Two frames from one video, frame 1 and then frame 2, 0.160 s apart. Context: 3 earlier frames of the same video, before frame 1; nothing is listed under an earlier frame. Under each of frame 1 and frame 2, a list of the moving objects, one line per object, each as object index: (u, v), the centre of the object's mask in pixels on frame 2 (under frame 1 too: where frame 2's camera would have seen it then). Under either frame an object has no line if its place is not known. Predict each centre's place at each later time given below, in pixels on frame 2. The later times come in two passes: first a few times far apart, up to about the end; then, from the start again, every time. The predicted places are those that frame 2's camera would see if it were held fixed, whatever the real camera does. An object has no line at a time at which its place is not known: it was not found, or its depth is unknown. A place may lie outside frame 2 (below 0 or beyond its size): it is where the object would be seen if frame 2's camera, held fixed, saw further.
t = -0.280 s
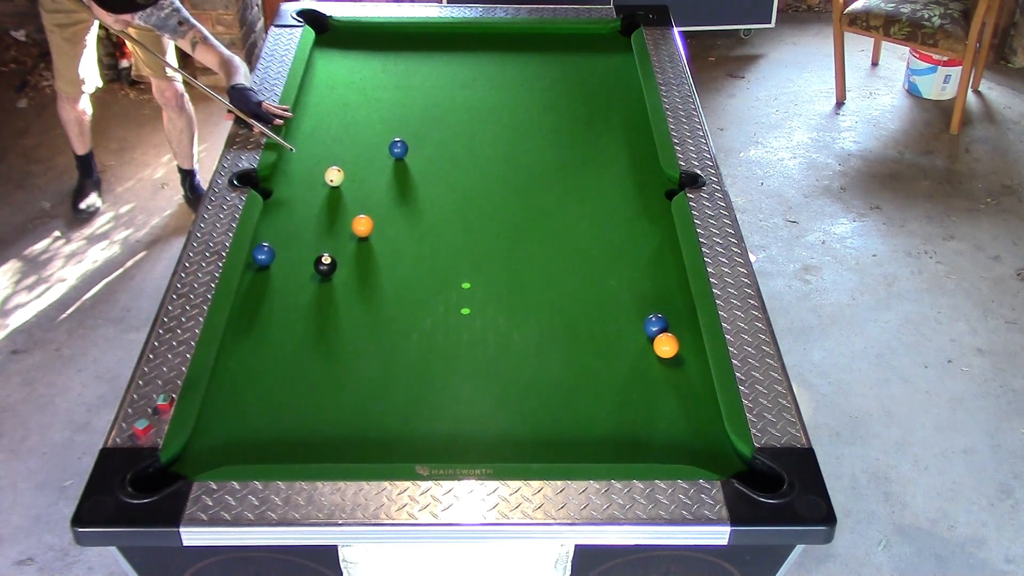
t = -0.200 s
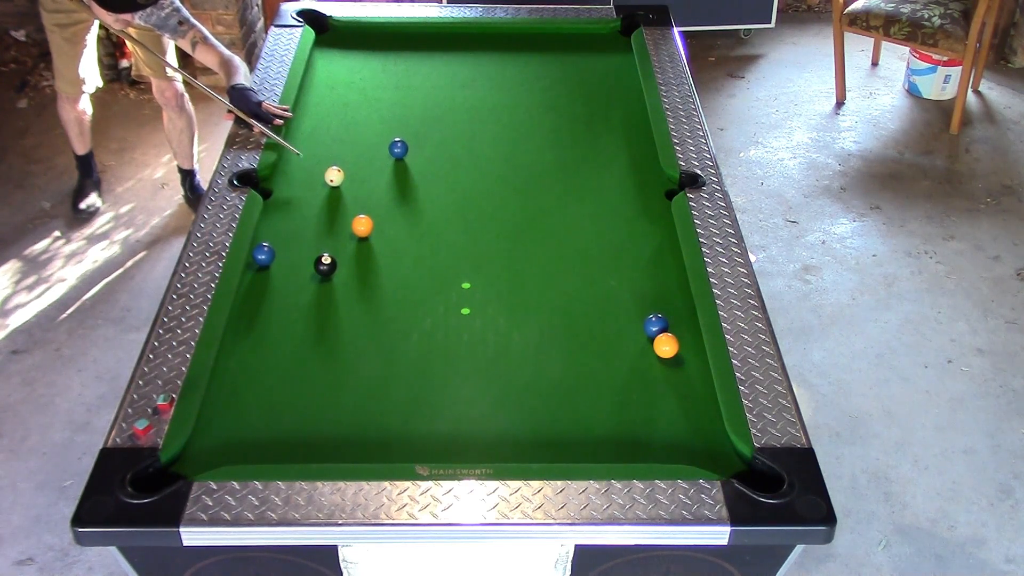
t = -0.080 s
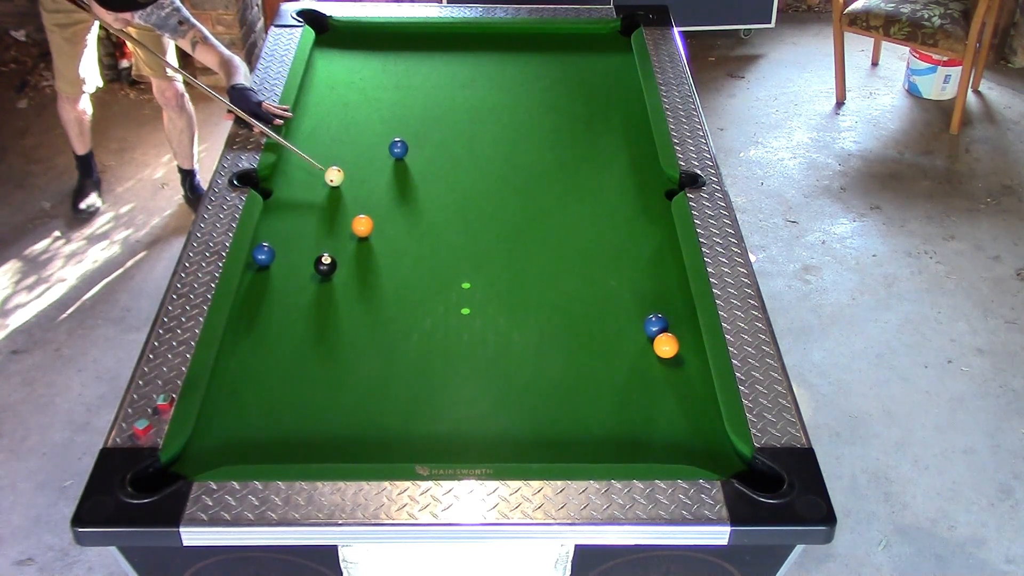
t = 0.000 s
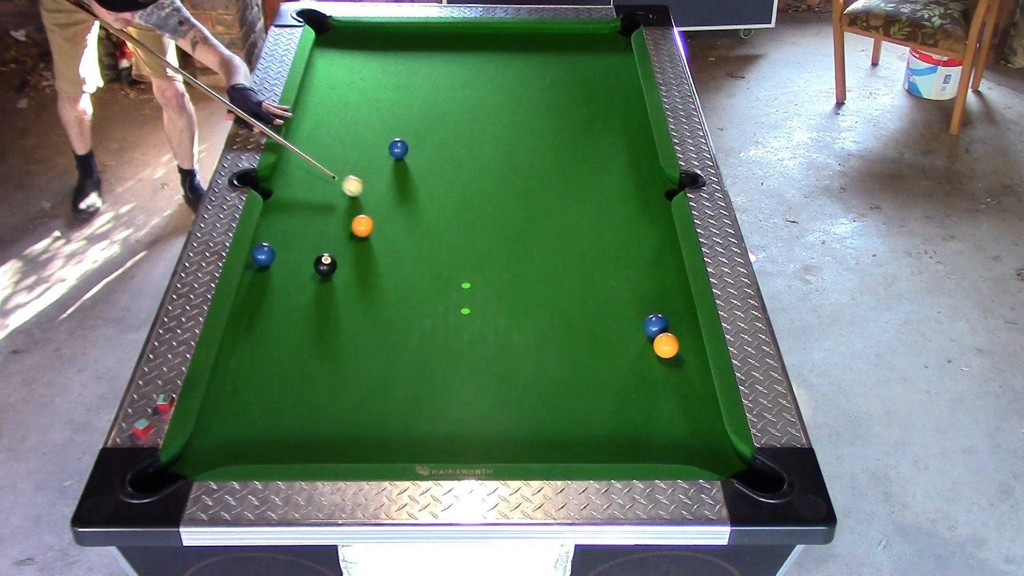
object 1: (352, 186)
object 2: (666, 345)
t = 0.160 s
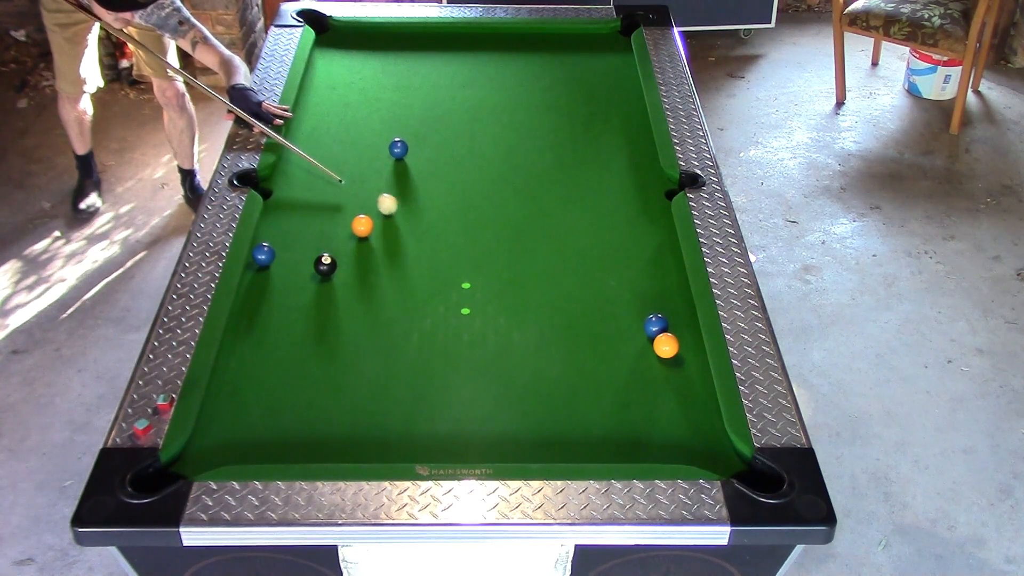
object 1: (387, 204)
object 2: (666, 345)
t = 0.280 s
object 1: (412, 217)
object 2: (666, 345)
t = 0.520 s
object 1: (462, 245)
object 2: (666, 345)
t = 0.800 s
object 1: (523, 277)
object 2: (666, 345)
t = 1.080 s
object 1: (584, 310)
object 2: (666, 345)
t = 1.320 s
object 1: (637, 339)
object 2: (666, 345)
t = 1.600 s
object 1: (643, 357)
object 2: (689, 354)
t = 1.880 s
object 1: (646, 373)
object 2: (671, 361)
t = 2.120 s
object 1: (649, 384)
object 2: (658, 364)
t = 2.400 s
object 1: (653, 395)
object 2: (646, 370)
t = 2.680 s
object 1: (656, 402)
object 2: (640, 374)
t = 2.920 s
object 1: (657, 405)
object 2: (637, 375)
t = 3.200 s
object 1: (658, 407)
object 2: (636, 375)
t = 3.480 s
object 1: (658, 406)
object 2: (636, 375)
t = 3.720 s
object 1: (658, 406)
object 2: (636, 375)
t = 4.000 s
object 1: (658, 406)
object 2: (636, 375)
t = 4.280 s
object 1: (658, 406)
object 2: (636, 375)
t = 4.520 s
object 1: (658, 406)
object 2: (636, 375)
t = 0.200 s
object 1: (395, 209)
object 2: (666, 345)
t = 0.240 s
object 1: (403, 213)
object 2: (666, 345)
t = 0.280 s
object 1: (412, 217)
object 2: (666, 345)
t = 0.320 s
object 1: (420, 222)
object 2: (666, 345)
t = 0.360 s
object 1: (428, 226)
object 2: (666, 345)
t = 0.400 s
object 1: (437, 231)
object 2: (666, 345)
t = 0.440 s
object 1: (445, 236)
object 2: (666, 345)
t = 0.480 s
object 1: (454, 240)
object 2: (666, 345)
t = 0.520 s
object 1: (462, 245)
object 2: (666, 345)
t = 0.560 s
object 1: (471, 249)
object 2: (666, 345)
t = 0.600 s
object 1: (479, 254)
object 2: (666, 345)
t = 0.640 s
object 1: (488, 259)
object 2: (666, 345)
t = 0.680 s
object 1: (497, 263)
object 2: (666, 345)
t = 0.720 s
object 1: (505, 268)
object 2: (666, 345)
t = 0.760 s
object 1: (514, 272)
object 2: (666, 345)
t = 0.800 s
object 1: (523, 277)
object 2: (666, 345)
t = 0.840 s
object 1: (531, 282)
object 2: (666, 345)
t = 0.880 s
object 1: (540, 286)
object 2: (666, 345)
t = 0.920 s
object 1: (549, 291)
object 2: (666, 345)
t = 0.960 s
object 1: (558, 295)
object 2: (666, 345)
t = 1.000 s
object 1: (567, 300)
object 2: (666, 345)
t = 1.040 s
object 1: (575, 305)
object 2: (666, 345)
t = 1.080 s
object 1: (584, 310)
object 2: (666, 345)
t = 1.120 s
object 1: (593, 315)
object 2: (666, 345)
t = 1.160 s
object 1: (602, 319)
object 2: (666, 345)
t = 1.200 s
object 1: (611, 324)
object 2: (666, 345)
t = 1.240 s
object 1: (620, 329)
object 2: (666, 345)
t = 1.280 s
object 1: (628, 334)
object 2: (666, 345)
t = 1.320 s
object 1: (637, 339)
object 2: (666, 345)
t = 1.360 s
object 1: (641, 342)
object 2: (670, 346)
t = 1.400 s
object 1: (641, 345)
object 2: (676, 348)
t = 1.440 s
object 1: (642, 347)
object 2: (682, 349)
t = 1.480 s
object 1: (642, 350)
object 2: (687, 351)
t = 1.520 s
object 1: (642, 352)
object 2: (692, 352)
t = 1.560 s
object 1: (643, 355)
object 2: (692, 353)
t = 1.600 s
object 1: (643, 357)
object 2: (689, 354)
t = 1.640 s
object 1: (644, 360)
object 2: (687, 355)
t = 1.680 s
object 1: (644, 362)
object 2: (684, 356)
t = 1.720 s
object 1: (645, 364)
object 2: (681, 357)
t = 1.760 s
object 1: (645, 367)
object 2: (678, 358)
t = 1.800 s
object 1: (646, 369)
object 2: (676, 359)
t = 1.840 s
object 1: (646, 371)
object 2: (673, 360)
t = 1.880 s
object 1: (646, 373)
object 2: (671, 361)
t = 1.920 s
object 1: (647, 375)
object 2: (669, 362)
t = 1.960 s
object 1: (647, 377)
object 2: (667, 362)
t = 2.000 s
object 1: (648, 379)
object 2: (665, 363)
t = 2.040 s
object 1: (648, 381)
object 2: (663, 363)
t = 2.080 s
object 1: (649, 383)
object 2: (660, 364)
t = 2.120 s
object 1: (649, 384)
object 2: (658, 364)
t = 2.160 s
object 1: (650, 386)
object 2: (656, 365)
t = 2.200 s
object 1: (650, 388)
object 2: (654, 366)
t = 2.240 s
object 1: (651, 389)
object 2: (653, 367)
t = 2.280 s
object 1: (652, 391)
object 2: (651, 367)
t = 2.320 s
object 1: (652, 392)
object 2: (649, 368)
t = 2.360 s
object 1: (653, 393)
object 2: (648, 369)
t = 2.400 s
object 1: (653, 395)
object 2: (646, 370)
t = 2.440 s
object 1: (654, 396)
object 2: (645, 371)
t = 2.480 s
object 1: (654, 397)
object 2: (644, 371)
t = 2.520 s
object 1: (654, 398)
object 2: (643, 372)
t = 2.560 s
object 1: (655, 399)
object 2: (642, 372)
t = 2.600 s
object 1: (655, 400)
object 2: (641, 373)
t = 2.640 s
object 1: (655, 401)
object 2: (640, 373)
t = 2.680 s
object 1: (656, 402)
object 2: (640, 374)
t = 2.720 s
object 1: (656, 402)
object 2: (639, 374)
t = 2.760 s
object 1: (656, 403)
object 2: (638, 374)
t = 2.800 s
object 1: (656, 404)
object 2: (638, 375)
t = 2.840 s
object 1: (657, 404)
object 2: (638, 375)
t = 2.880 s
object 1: (657, 405)
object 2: (637, 375)
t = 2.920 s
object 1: (657, 405)
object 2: (637, 375)
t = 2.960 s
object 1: (657, 406)
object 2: (637, 375)
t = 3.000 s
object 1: (658, 406)
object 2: (637, 375)
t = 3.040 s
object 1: (658, 406)
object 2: (636, 375)
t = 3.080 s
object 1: (658, 407)
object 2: (636, 375)
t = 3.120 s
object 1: (658, 407)
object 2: (636, 375)
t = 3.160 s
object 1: (658, 407)
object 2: (636, 375)
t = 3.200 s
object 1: (658, 407)
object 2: (636, 375)
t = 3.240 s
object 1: (658, 407)
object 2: (636, 375)
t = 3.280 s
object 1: (658, 406)
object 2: (636, 375)
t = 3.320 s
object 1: (658, 406)
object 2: (636, 375)
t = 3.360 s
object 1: (658, 406)
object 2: (636, 375)
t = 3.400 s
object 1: (658, 406)
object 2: (636, 375)
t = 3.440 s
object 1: (658, 406)
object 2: (636, 375)
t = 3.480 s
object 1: (658, 406)
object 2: (636, 375)
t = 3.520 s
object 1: (658, 406)
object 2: (636, 375)
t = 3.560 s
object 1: (658, 406)
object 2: (636, 375)
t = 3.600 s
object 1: (658, 406)
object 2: (636, 375)
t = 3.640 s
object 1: (658, 406)
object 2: (636, 375)
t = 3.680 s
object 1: (658, 406)
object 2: (636, 375)
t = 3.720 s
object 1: (658, 406)
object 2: (636, 375)
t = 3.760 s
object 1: (658, 406)
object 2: (636, 375)
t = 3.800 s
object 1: (658, 406)
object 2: (636, 375)
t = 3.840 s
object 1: (658, 406)
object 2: (636, 375)
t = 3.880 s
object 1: (658, 406)
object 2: (636, 375)
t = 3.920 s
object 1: (658, 406)
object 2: (636, 375)
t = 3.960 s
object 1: (658, 406)
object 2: (636, 375)
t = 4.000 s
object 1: (658, 406)
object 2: (636, 375)
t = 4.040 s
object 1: (658, 406)
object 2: (636, 375)
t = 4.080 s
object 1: (658, 406)
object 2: (636, 375)
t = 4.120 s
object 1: (658, 406)
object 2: (636, 375)
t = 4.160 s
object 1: (658, 406)
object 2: (636, 375)
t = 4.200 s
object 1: (658, 406)
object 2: (636, 375)
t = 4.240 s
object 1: (658, 406)
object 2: (636, 375)
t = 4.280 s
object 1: (658, 406)
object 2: (636, 375)
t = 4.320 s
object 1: (658, 406)
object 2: (636, 375)
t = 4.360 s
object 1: (658, 406)
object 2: (636, 375)
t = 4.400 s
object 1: (658, 406)
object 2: (636, 375)
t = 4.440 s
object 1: (658, 406)
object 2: (636, 375)
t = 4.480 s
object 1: (658, 406)
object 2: (636, 375)
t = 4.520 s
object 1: (658, 406)
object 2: (636, 375)
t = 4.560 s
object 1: (658, 406)
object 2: (636, 375)
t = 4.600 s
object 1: (658, 406)
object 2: (636, 375)
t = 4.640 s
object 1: (658, 406)
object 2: (636, 375)
